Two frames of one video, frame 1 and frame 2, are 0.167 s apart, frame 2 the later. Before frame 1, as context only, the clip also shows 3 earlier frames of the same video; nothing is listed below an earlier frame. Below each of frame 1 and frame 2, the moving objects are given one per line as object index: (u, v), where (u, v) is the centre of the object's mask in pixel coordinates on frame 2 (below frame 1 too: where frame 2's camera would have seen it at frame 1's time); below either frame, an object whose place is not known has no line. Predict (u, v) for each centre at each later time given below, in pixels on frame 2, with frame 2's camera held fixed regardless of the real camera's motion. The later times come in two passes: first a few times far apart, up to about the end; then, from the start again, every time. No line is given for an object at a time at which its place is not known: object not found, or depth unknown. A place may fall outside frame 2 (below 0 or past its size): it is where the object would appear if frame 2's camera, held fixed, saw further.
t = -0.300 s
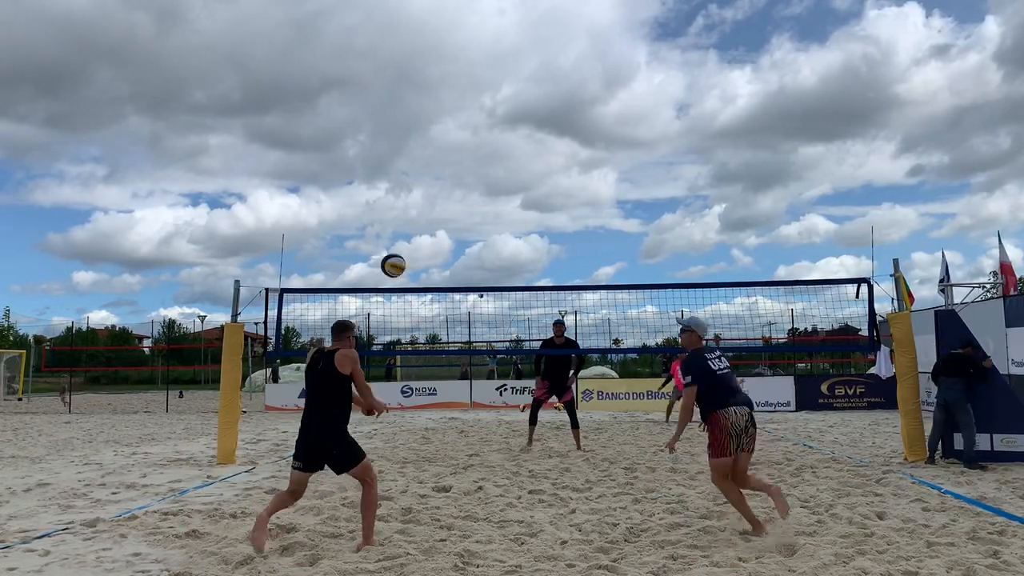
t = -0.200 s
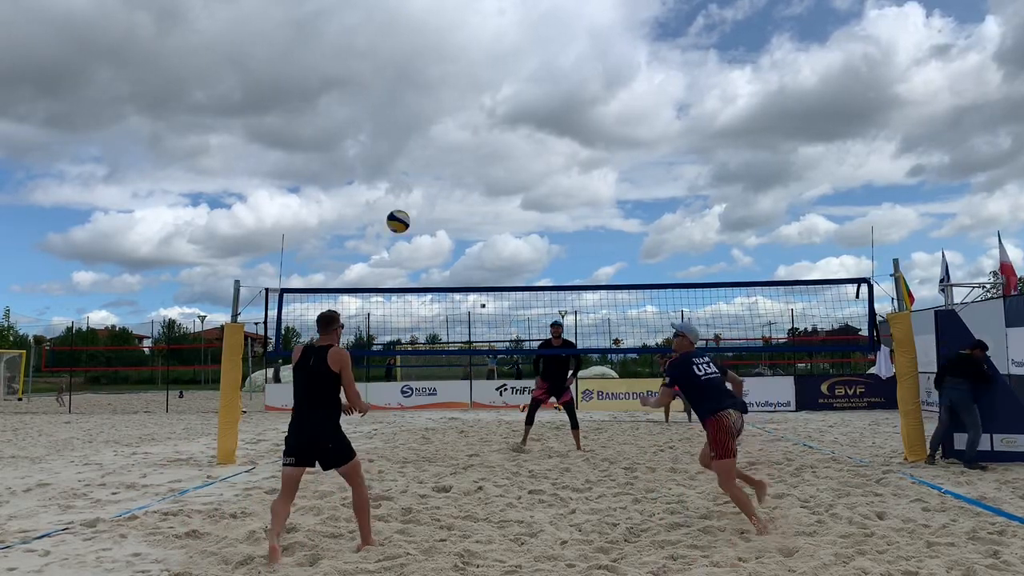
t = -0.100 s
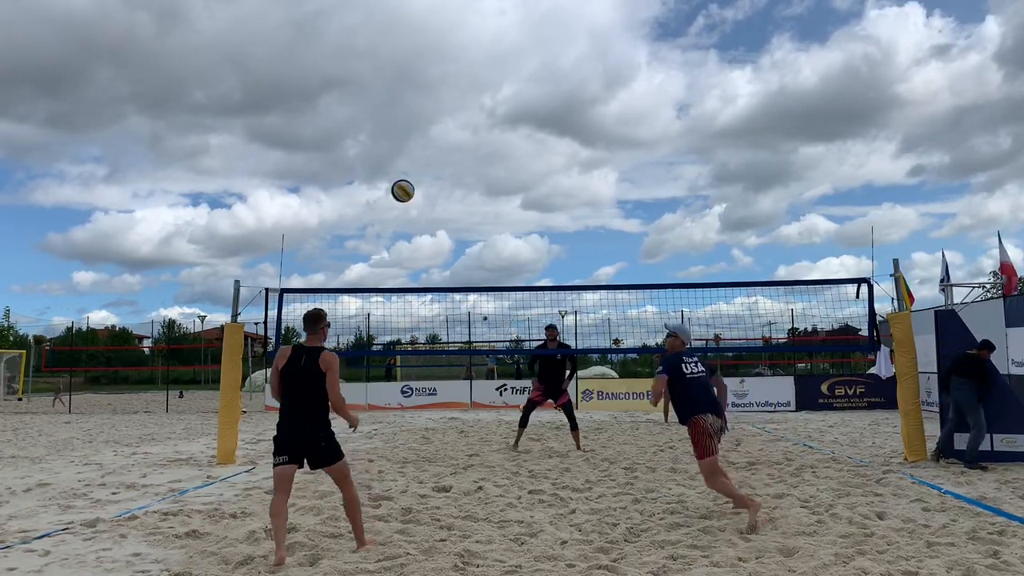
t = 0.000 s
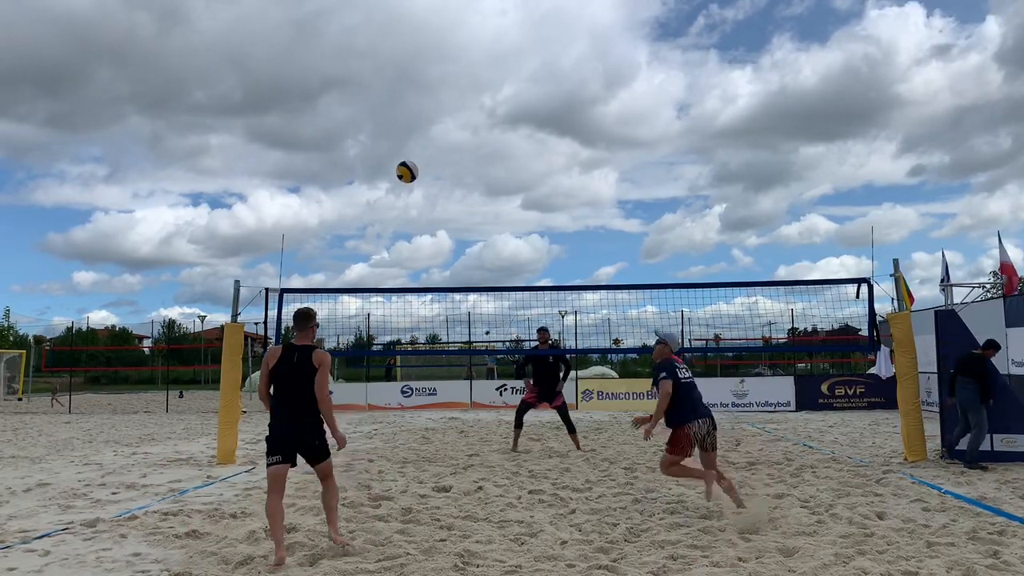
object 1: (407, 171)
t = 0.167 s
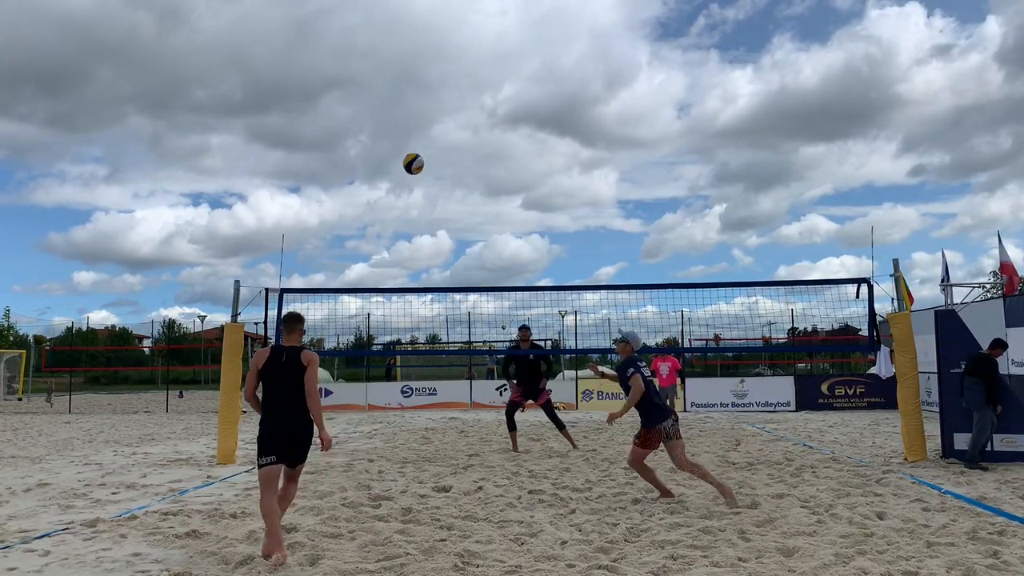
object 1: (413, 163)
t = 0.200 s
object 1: (414, 165)
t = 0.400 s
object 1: (421, 195)
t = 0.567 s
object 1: (427, 244)
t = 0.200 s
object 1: (414, 165)
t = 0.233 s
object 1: (415, 167)
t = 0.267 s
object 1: (417, 171)
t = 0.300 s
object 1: (417, 176)
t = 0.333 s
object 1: (419, 181)
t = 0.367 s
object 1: (420, 188)
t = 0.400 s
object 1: (421, 195)
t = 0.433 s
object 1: (423, 203)
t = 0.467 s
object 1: (424, 212)
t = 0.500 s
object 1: (425, 222)
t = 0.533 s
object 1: (426, 233)
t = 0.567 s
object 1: (427, 244)
